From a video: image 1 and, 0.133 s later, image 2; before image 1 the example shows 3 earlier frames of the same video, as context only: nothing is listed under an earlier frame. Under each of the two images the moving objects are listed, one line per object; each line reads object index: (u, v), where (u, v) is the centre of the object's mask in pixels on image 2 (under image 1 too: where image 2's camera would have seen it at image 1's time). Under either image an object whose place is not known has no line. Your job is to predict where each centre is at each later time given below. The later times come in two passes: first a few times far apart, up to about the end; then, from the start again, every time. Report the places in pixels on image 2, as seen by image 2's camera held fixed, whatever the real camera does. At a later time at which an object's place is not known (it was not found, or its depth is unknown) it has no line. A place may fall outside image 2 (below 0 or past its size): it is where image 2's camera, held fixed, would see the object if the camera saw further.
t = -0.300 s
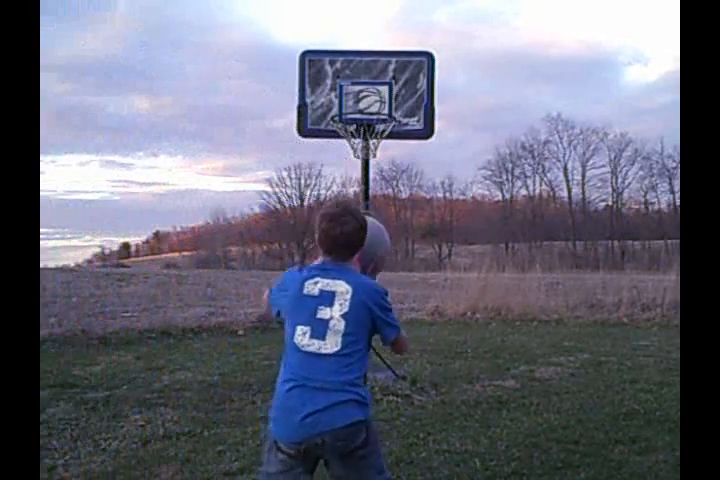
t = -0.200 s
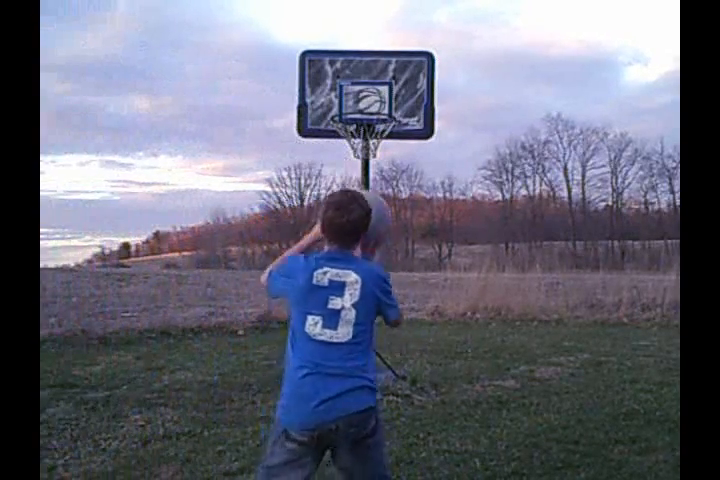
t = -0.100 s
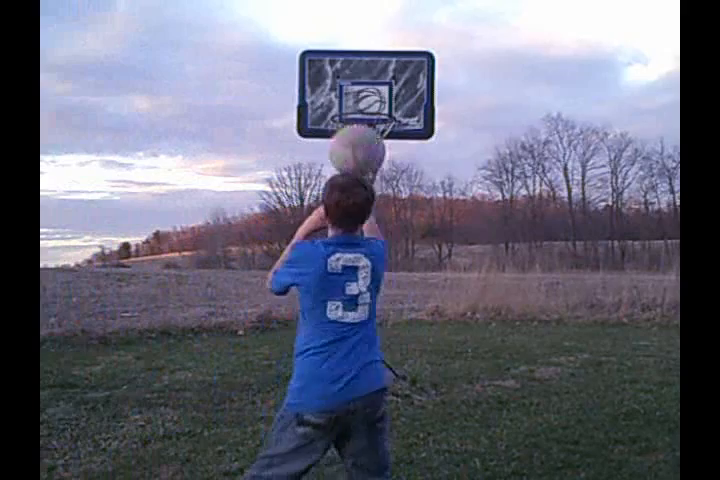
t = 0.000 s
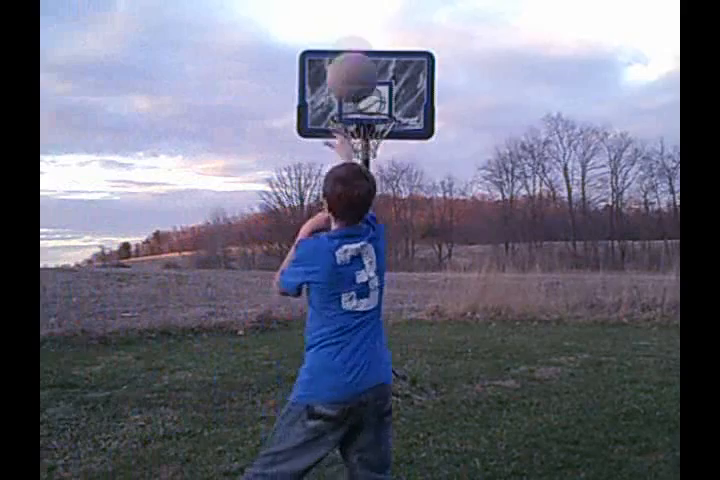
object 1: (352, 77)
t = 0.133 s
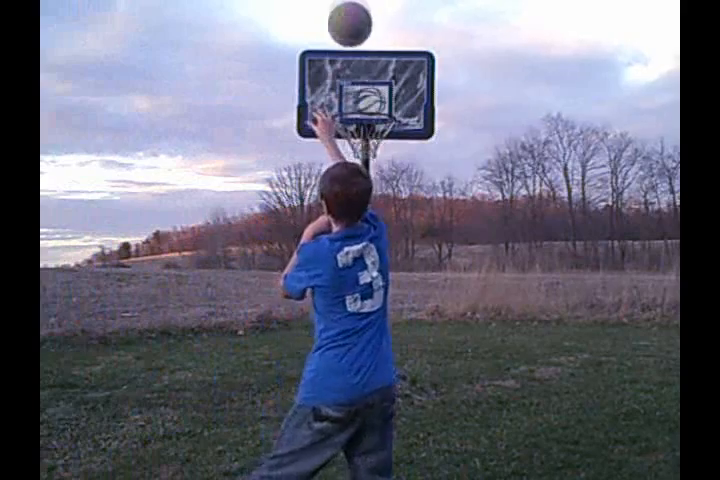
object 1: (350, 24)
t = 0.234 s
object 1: (349, 14)
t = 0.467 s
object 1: (352, 43)
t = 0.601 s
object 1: (355, 91)
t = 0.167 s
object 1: (349, 18)
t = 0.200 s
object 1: (349, 16)
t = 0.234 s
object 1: (349, 14)
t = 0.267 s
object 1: (349, 14)
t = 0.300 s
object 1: (349, 15)
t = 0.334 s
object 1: (350, 17)
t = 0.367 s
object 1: (350, 20)
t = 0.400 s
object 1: (351, 27)
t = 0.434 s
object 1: (351, 34)
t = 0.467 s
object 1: (352, 43)
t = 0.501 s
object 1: (352, 54)
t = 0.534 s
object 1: (353, 65)
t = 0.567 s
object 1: (354, 77)
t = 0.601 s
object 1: (355, 91)
